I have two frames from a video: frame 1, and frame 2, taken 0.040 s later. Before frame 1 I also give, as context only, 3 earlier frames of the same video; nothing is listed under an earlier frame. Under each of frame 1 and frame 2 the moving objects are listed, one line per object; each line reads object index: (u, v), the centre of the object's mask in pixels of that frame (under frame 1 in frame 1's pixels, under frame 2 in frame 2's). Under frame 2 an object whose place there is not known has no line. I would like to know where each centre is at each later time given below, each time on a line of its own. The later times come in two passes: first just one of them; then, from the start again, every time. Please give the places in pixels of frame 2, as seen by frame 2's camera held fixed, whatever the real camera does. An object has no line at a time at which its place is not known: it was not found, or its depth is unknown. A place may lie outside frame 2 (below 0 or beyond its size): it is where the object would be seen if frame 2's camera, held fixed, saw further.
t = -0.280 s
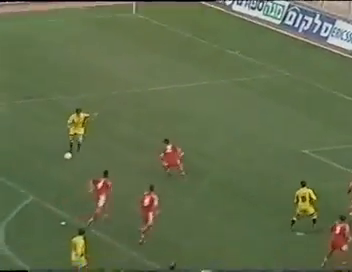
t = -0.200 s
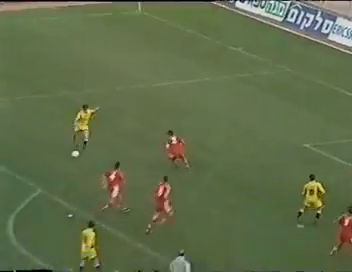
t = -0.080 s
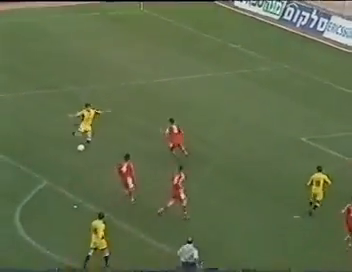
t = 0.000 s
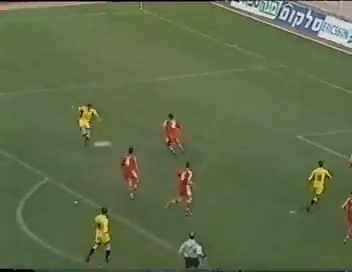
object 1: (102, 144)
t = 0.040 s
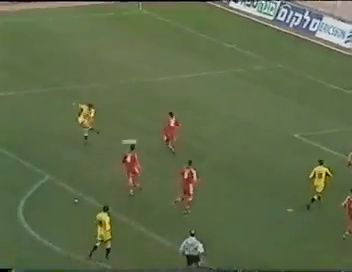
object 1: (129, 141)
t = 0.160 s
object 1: (209, 141)
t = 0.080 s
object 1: (155, 141)
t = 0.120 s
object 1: (183, 141)
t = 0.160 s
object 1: (209, 141)
